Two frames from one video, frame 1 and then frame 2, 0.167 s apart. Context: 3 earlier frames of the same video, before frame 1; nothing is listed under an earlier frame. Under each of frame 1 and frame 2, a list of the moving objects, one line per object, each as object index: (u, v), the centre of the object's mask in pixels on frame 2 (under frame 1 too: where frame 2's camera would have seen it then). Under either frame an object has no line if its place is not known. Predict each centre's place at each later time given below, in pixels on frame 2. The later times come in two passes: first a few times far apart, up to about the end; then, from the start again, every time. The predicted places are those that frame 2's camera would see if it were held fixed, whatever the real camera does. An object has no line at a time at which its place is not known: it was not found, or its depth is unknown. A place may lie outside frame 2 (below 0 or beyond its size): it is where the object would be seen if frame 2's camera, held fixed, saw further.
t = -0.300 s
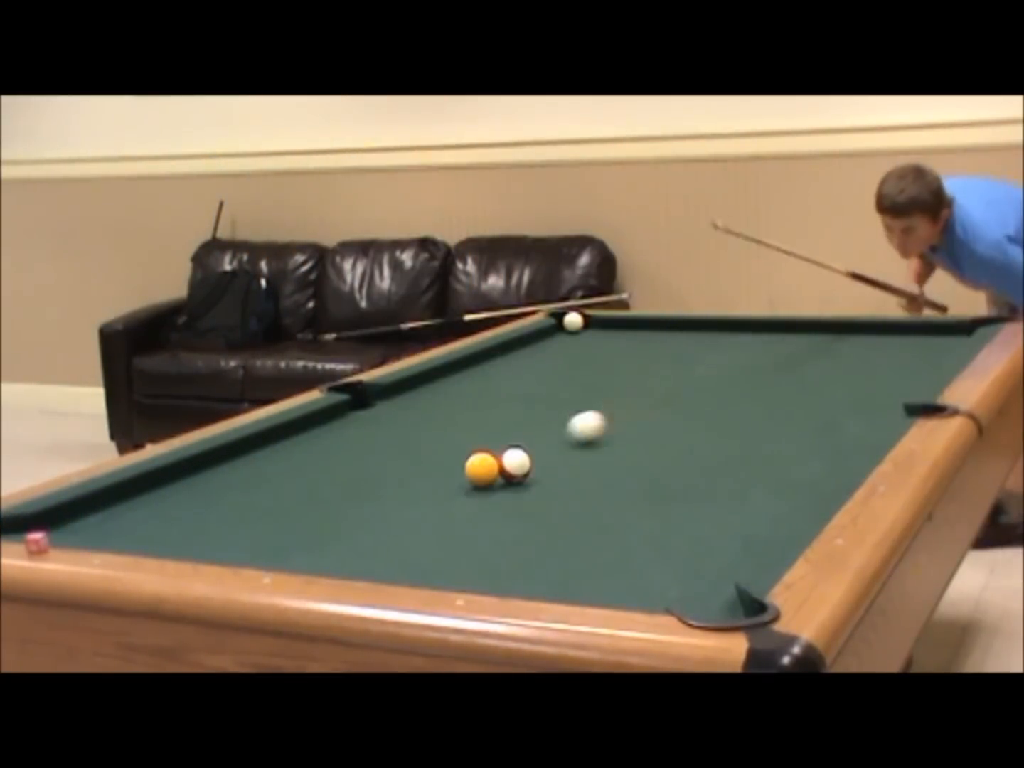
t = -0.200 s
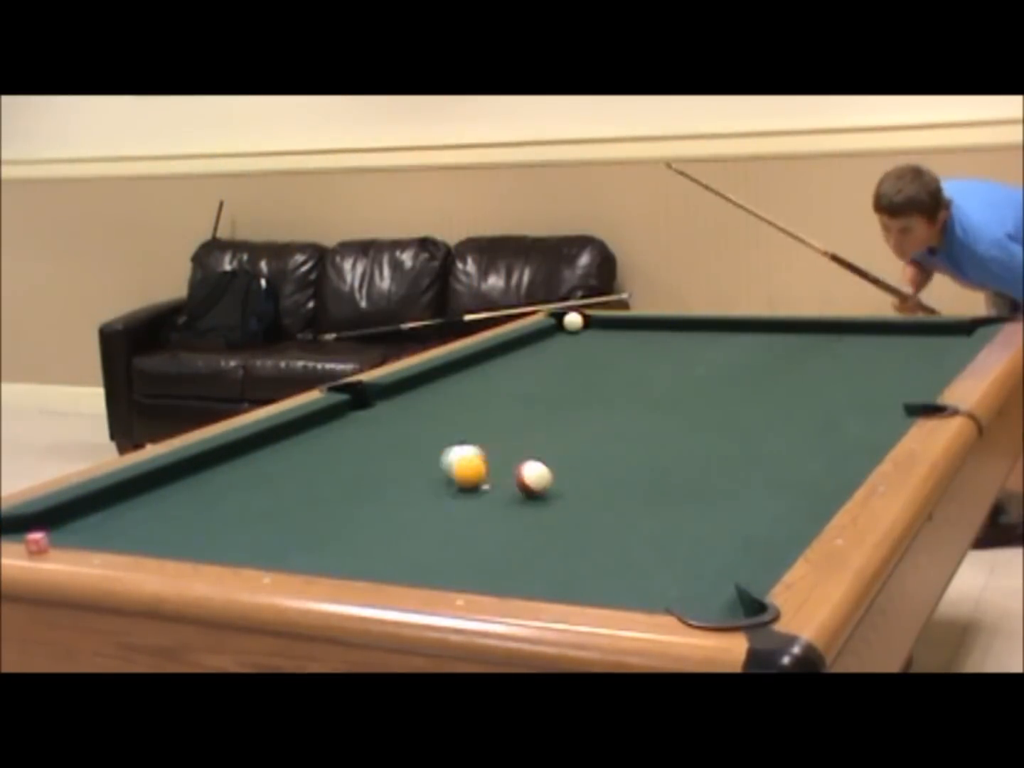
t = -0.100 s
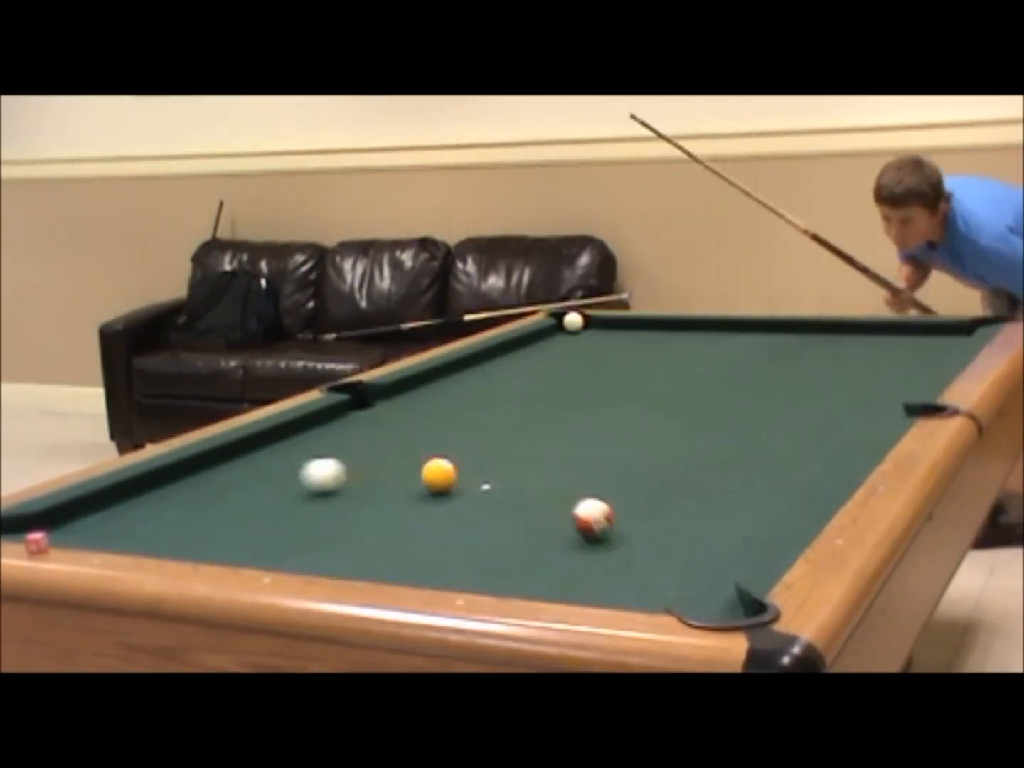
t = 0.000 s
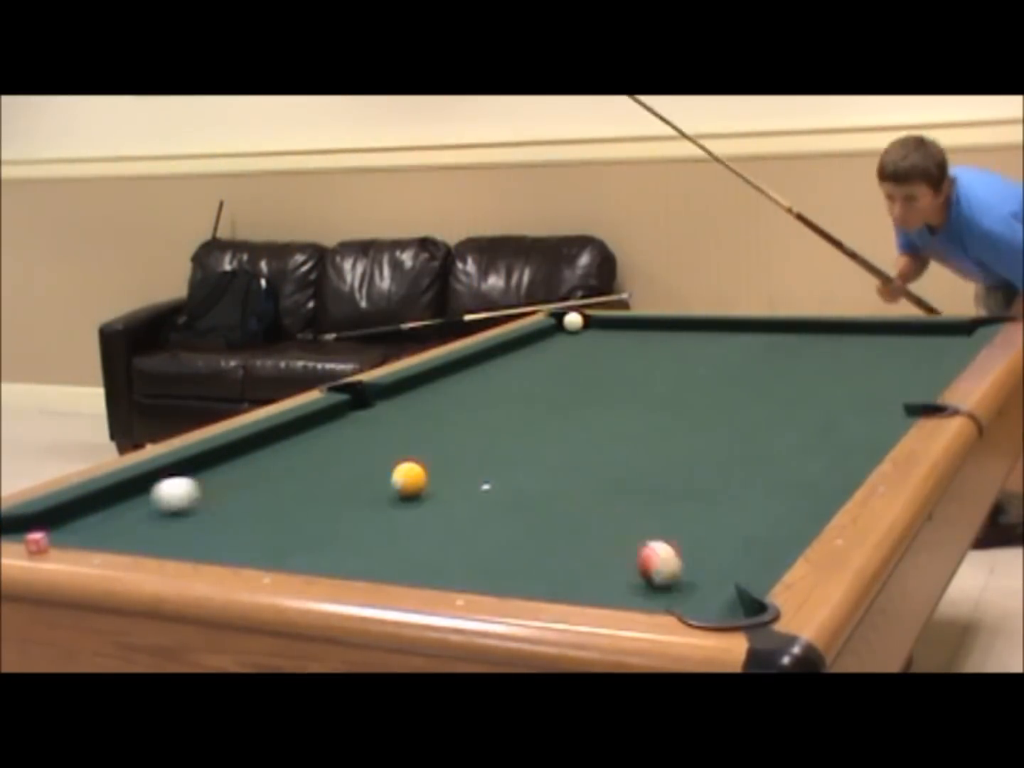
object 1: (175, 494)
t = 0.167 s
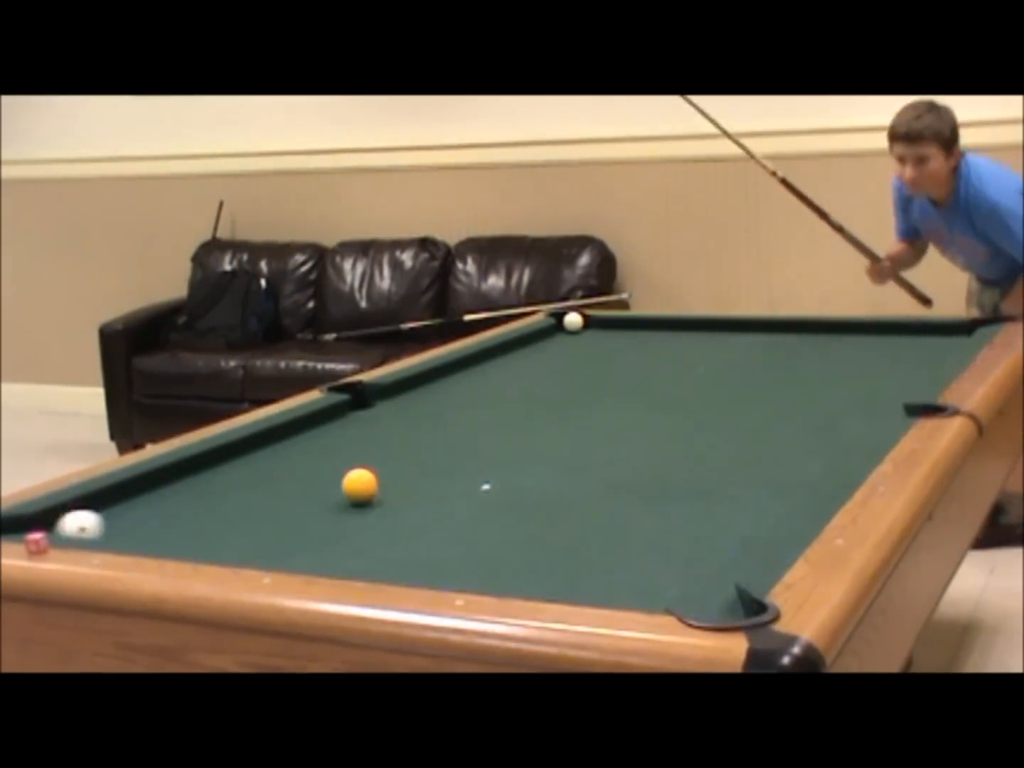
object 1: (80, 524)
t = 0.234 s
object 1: (158, 520)
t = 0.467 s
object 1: (376, 494)
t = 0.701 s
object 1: (571, 471)
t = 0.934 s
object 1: (749, 450)
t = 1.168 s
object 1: (836, 427)
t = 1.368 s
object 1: (786, 408)
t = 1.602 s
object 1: (736, 388)
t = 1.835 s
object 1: (695, 371)
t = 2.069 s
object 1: (659, 357)
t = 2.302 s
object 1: (628, 345)
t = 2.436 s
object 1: (612, 339)
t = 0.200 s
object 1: (121, 523)
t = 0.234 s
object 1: (158, 520)
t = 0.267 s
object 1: (192, 516)
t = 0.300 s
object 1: (224, 512)
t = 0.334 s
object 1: (255, 509)
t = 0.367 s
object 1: (286, 505)
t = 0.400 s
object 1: (318, 501)
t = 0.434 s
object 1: (346, 497)
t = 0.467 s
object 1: (376, 494)
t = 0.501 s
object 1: (405, 490)
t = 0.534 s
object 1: (433, 487)
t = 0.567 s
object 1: (462, 484)
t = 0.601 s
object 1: (490, 481)
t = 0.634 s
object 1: (517, 477)
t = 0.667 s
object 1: (545, 474)
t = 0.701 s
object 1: (571, 471)
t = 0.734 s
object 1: (597, 468)
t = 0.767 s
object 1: (624, 465)
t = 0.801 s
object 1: (649, 461)
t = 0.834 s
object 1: (674, 458)
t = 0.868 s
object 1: (699, 455)
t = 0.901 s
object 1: (724, 452)
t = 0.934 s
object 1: (749, 450)
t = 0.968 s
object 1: (772, 447)
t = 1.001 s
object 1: (796, 443)
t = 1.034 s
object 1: (820, 441)
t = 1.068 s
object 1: (842, 438)
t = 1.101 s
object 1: (855, 433)
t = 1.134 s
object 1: (845, 431)
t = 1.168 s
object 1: (836, 427)
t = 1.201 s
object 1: (827, 424)
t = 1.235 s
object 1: (818, 421)
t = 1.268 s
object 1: (810, 417)
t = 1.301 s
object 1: (801, 414)
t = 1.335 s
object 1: (794, 411)
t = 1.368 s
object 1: (786, 408)
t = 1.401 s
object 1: (778, 405)
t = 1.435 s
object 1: (771, 401)
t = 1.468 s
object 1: (763, 399)
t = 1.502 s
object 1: (757, 396)
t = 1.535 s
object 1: (750, 393)
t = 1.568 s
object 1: (743, 390)
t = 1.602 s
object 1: (736, 388)
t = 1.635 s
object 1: (730, 385)
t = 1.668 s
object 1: (724, 383)
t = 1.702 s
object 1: (718, 380)
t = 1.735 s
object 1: (712, 378)
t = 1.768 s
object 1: (706, 376)
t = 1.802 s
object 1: (700, 374)
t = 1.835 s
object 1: (695, 371)
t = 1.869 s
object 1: (690, 369)
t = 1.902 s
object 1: (684, 367)
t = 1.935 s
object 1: (679, 365)
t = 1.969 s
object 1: (674, 363)
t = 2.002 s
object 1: (669, 361)
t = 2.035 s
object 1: (664, 359)
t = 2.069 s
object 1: (659, 357)
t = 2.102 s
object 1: (654, 355)
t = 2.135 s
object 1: (650, 353)
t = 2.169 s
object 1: (645, 351)
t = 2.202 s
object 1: (641, 350)
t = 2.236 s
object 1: (636, 348)
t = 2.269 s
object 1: (632, 347)
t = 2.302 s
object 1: (628, 345)
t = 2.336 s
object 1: (624, 343)
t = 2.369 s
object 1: (620, 342)
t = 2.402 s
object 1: (616, 341)
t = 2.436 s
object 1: (612, 339)
